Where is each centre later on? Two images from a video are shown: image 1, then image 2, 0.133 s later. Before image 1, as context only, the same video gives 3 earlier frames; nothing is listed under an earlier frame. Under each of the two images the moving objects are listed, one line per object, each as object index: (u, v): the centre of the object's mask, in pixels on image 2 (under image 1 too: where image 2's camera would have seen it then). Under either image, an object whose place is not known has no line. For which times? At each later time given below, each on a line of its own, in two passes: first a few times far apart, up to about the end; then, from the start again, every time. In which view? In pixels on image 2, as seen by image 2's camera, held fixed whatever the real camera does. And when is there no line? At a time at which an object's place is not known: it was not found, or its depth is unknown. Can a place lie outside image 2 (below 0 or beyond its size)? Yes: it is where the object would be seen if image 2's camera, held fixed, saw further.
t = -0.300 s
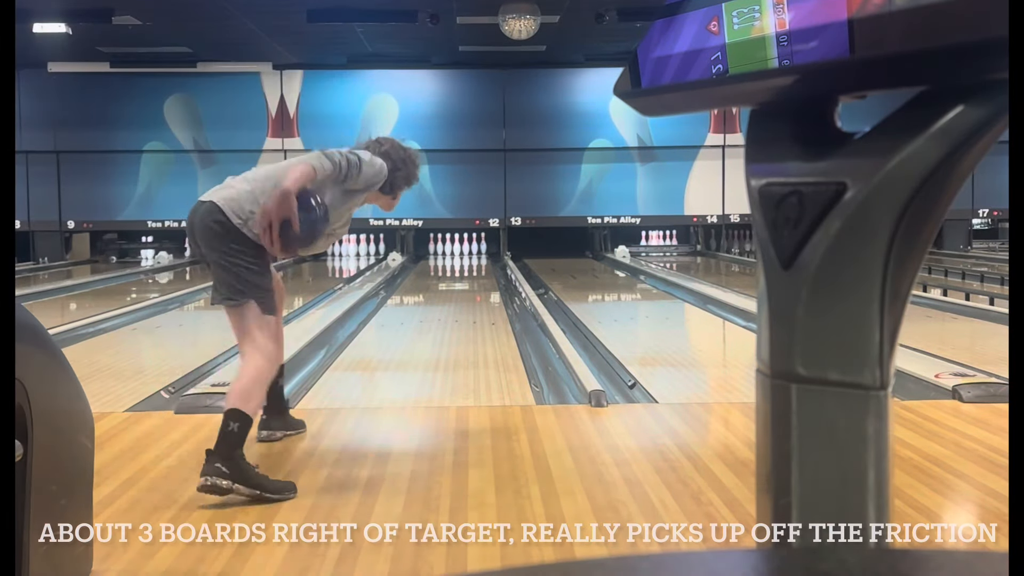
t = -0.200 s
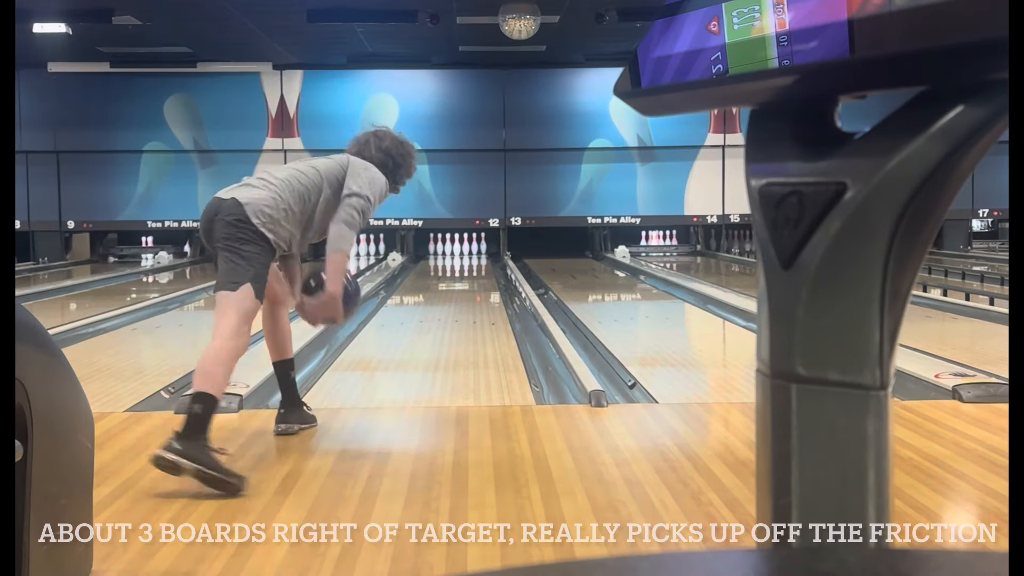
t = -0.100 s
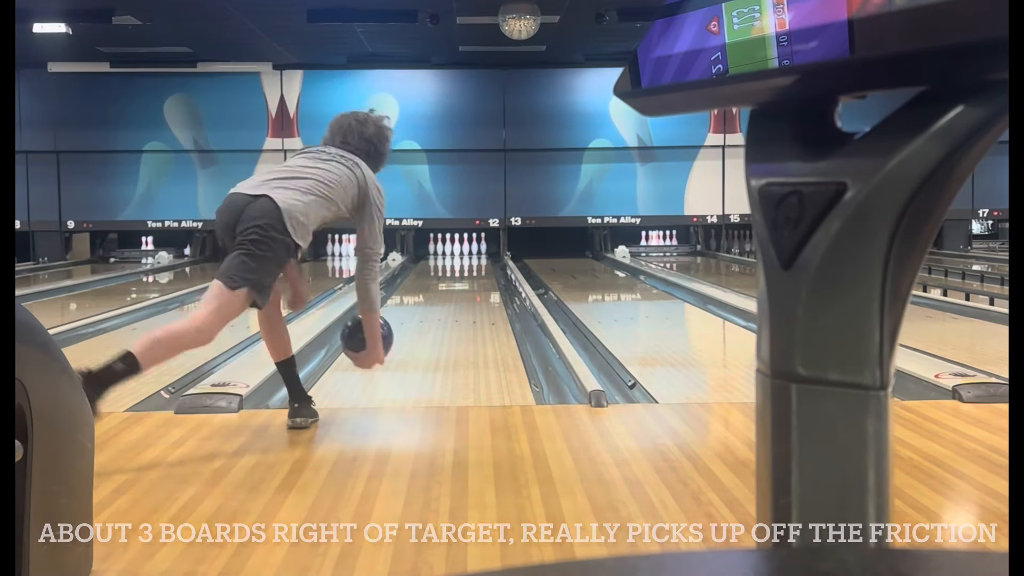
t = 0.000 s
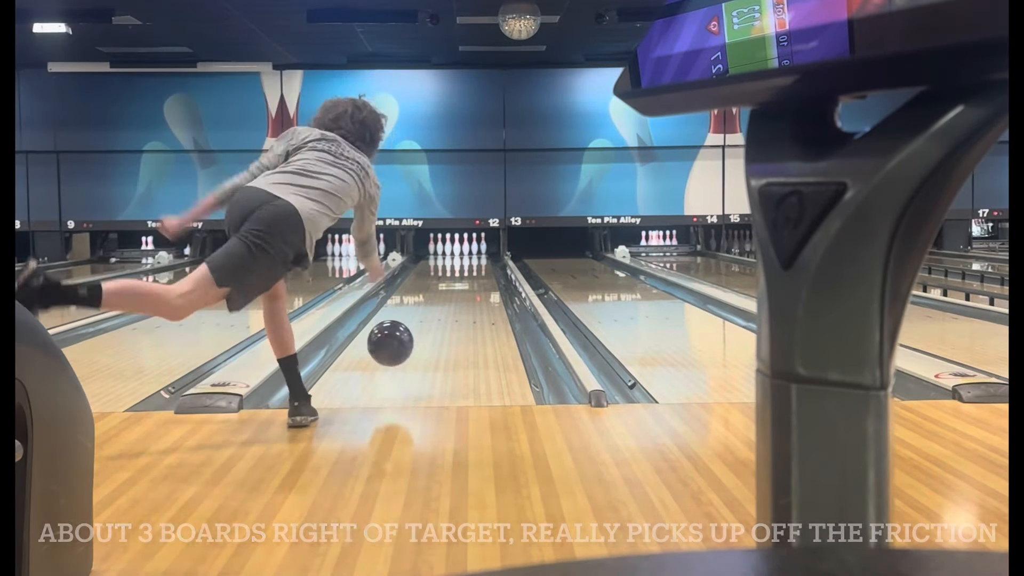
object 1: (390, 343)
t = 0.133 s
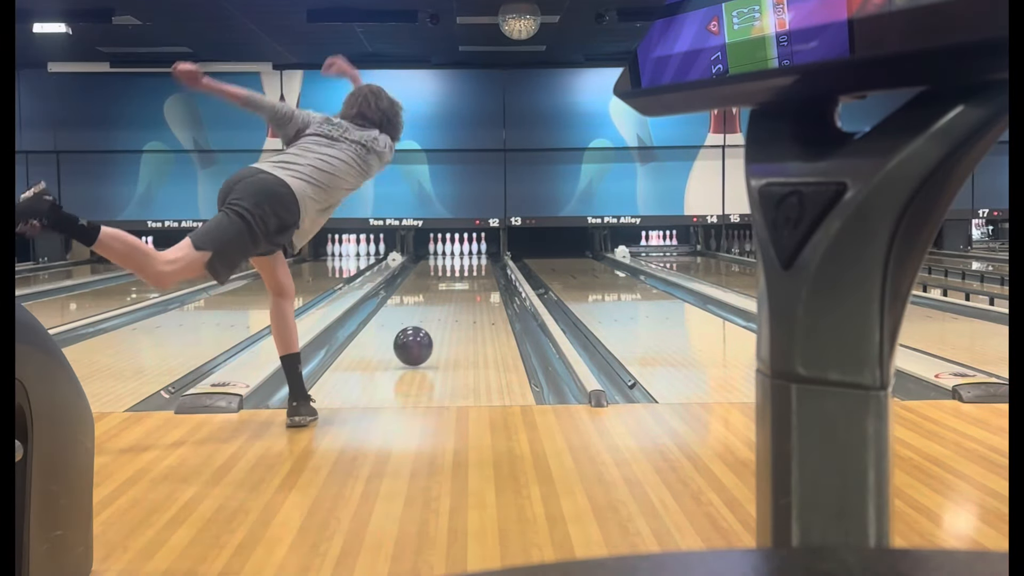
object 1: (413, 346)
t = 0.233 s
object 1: (426, 334)
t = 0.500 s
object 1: (449, 308)
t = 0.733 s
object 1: (463, 293)
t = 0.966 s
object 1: (472, 281)
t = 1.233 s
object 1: (478, 270)
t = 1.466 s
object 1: (480, 264)
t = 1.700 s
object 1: (479, 259)
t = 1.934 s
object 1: (474, 255)
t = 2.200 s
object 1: (463, 251)
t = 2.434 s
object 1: (452, 249)
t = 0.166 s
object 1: (417, 340)
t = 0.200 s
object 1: (422, 337)
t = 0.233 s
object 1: (426, 334)
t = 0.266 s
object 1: (429, 330)
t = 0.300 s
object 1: (433, 326)
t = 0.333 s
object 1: (436, 323)
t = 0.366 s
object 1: (439, 319)
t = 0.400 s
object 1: (442, 316)
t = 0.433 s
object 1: (445, 314)
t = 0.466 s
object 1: (447, 311)
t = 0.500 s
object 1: (449, 308)
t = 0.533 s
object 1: (452, 305)
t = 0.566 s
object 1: (454, 303)
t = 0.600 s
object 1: (456, 301)
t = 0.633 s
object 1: (458, 298)
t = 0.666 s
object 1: (459, 297)
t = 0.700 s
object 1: (461, 295)
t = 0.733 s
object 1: (463, 293)
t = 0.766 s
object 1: (464, 291)
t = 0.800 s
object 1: (466, 289)
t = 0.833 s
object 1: (467, 288)
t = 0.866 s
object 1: (468, 286)
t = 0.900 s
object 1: (469, 284)
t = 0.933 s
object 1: (471, 282)
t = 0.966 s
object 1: (472, 281)
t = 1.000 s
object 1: (473, 280)
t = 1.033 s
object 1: (473, 278)
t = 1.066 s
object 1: (475, 277)
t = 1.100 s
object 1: (476, 275)
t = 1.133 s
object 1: (476, 274)
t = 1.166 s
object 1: (477, 273)
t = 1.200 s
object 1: (478, 272)
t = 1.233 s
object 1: (478, 270)
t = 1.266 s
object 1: (479, 269)
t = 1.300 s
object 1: (479, 268)
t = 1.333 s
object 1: (480, 268)
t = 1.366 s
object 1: (479, 267)
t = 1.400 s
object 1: (480, 266)
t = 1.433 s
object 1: (480, 265)
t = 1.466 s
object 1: (480, 264)
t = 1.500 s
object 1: (480, 263)
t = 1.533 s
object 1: (480, 262)
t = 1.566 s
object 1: (480, 262)
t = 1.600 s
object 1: (480, 261)
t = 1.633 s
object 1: (480, 260)
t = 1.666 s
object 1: (480, 260)
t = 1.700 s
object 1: (479, 259)
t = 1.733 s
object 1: (479, 258)
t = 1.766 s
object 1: (478, 258)
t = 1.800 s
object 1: (477, 257)
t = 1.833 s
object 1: (476, 256)
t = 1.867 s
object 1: (475, 255)
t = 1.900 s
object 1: (475, 255)
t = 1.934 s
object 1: (474, 255)
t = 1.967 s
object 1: (472, 254)
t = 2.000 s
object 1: (471, 254)
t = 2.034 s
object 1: (470, 253)
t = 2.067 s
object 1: (468, 252)
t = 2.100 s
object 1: (467, 252)
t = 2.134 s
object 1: (466, 252)
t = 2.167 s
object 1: (465, 252)
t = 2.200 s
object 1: (463, 251)
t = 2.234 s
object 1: (462, 250)
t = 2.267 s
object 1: (460, 250)
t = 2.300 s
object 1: (459, 250)
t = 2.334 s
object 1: (458, 249)
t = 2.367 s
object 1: (456, 249)
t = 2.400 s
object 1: (455, 249)
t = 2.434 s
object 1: (452, 249)
